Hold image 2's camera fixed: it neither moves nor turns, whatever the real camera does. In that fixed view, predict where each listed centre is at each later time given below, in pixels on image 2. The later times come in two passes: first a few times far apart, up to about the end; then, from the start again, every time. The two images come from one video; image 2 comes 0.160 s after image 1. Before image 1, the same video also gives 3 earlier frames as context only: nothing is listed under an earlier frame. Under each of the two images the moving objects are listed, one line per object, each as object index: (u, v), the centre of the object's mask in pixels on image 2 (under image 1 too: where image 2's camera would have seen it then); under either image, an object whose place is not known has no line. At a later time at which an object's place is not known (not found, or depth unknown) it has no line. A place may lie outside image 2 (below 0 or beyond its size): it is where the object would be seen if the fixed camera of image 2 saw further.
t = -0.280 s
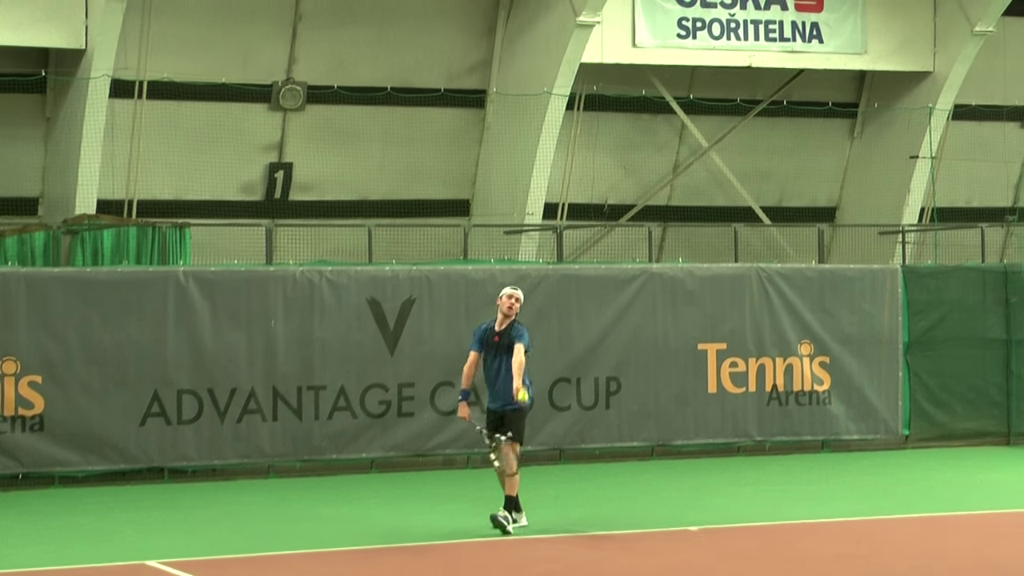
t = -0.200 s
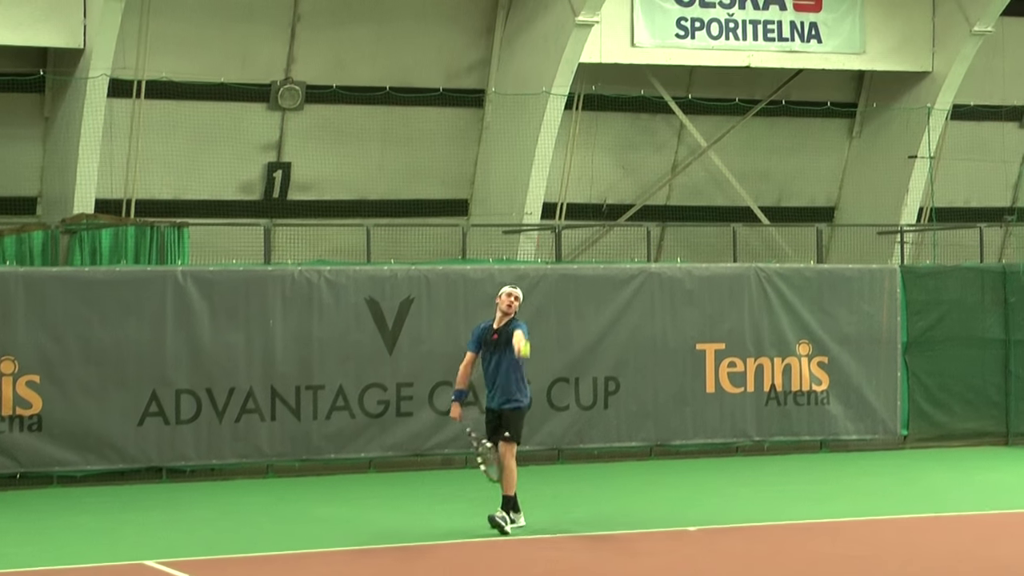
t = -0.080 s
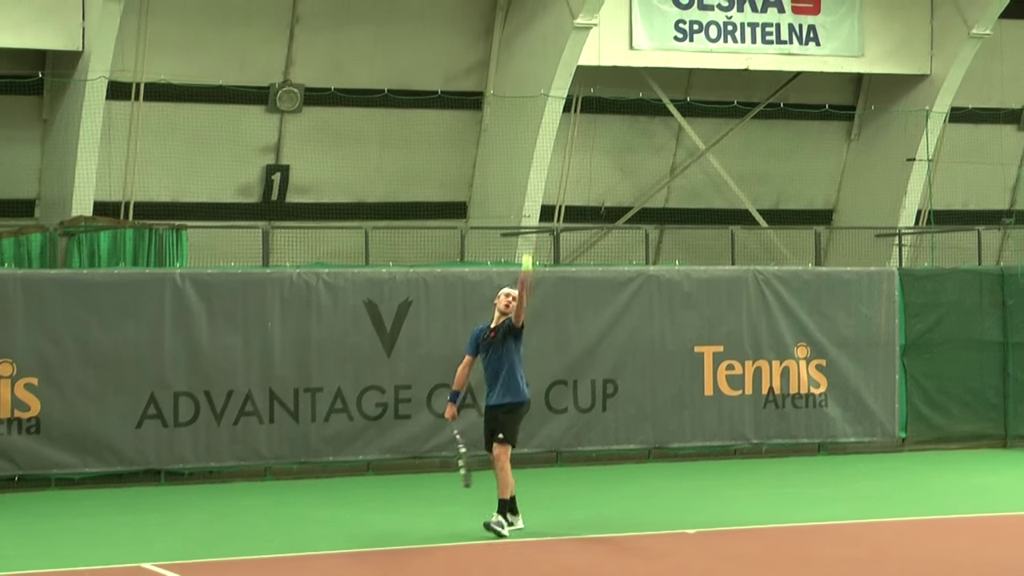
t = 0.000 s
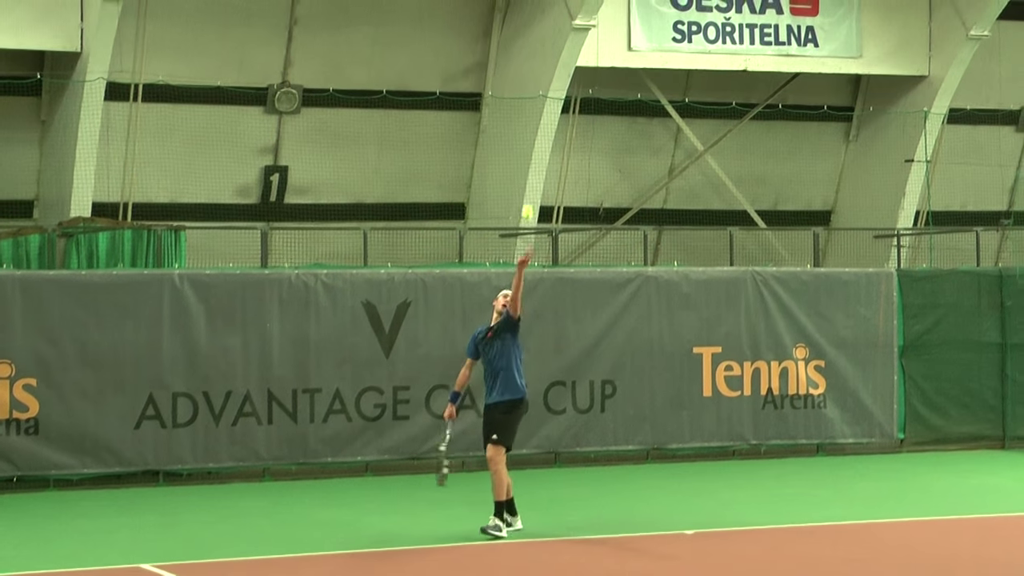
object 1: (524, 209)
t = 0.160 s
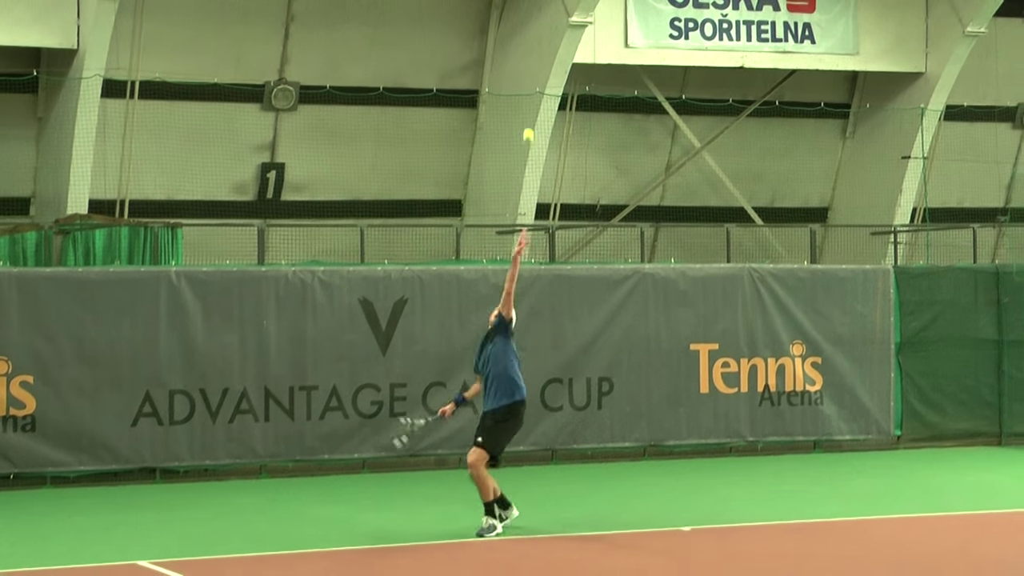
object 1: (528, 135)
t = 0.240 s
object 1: (530, 111)
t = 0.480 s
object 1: (537, 93)
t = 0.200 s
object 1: (529, 122)
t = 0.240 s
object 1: (530, 111)
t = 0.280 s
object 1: (532, 102)
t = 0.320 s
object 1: (533, 96)
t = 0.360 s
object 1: (533, 92)
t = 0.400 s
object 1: (535, 90)
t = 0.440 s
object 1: (535, 90)
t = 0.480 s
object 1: (537, 93)
